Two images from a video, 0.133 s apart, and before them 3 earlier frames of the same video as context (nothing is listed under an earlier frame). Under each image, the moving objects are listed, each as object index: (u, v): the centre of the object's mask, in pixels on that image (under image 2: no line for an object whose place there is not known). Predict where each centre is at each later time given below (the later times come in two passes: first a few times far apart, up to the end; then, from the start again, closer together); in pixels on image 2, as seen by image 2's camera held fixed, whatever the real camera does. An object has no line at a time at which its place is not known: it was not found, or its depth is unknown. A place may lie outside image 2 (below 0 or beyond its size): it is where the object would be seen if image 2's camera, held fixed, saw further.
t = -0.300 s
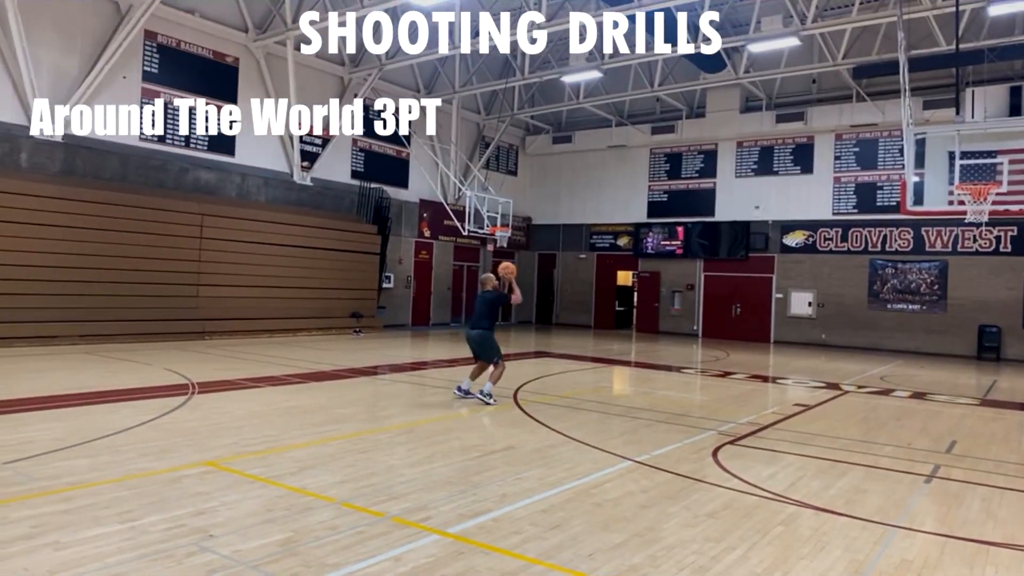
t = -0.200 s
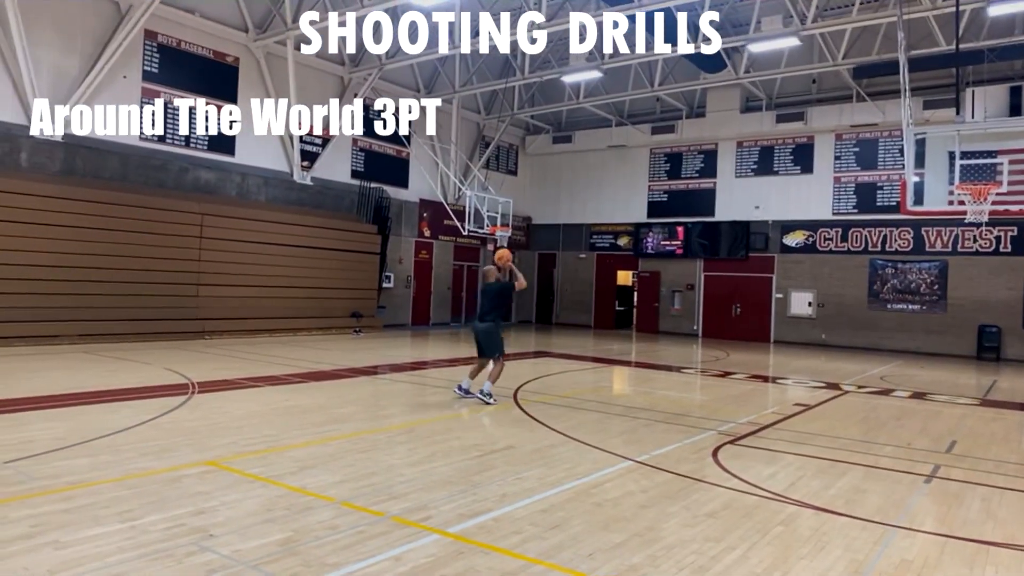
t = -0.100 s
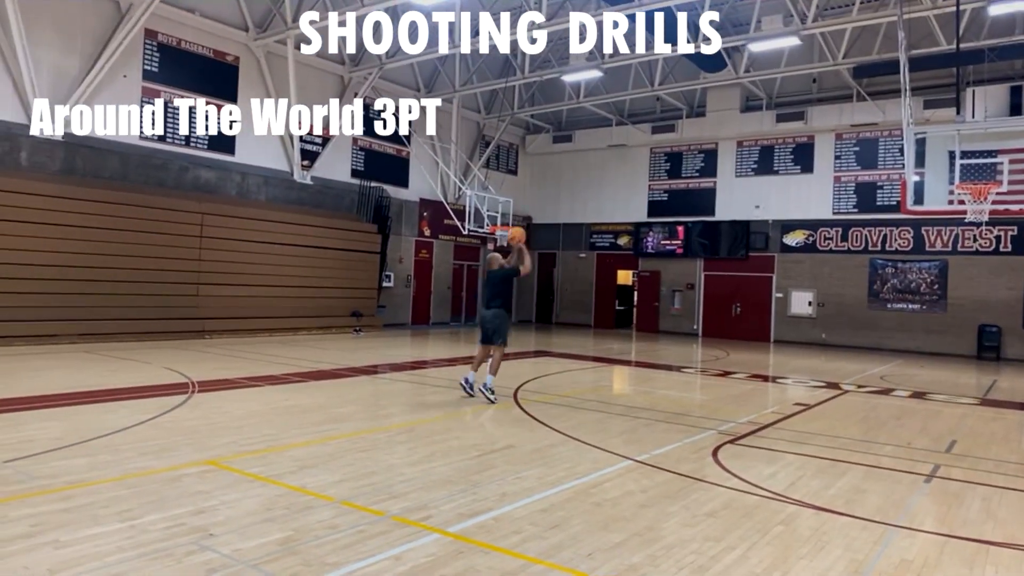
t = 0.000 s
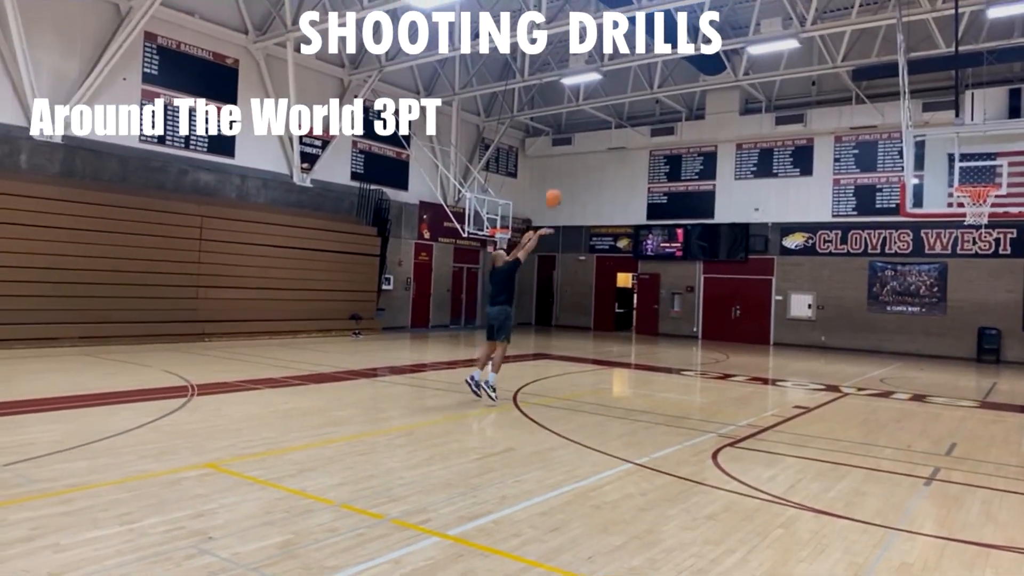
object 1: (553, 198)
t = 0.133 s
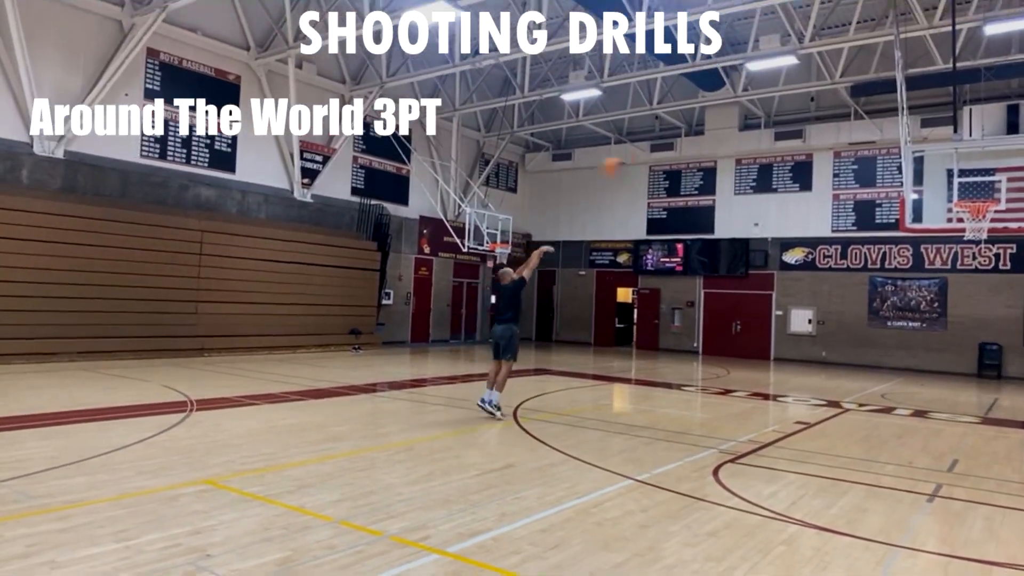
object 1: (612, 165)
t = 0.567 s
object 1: (791, 107)
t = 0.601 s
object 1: (804, 108)
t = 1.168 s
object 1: (994, 180)
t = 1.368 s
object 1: (1033, 186)
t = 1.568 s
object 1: (1054, 203)
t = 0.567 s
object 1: (791, 107)
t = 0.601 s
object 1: (804, 108)
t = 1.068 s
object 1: (975, 187)
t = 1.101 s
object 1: (982, 185)
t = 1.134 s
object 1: (987, 182)
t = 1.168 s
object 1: (994, 180)
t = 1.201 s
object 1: (999, 179)
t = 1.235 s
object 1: (1006, 178)
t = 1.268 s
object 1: (1013, 179)
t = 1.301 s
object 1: (1019, 181)
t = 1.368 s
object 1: (1033, 186)
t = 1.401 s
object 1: (1036, 189)
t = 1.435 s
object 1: (1040, 190)
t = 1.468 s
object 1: (1043, 191)
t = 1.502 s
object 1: (1046, 195)
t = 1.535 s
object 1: (1051, 199)
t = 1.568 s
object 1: (1054, 203)
